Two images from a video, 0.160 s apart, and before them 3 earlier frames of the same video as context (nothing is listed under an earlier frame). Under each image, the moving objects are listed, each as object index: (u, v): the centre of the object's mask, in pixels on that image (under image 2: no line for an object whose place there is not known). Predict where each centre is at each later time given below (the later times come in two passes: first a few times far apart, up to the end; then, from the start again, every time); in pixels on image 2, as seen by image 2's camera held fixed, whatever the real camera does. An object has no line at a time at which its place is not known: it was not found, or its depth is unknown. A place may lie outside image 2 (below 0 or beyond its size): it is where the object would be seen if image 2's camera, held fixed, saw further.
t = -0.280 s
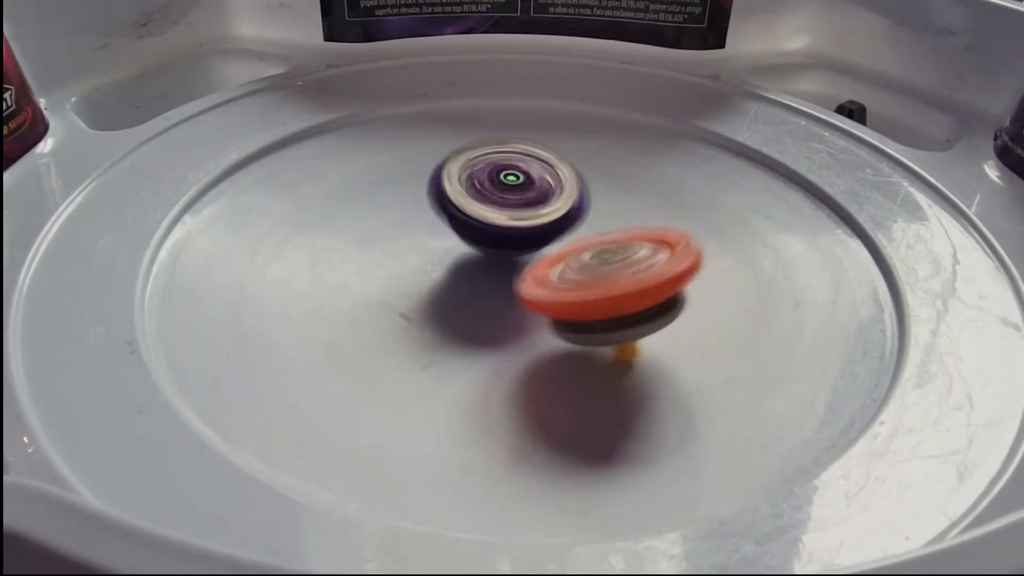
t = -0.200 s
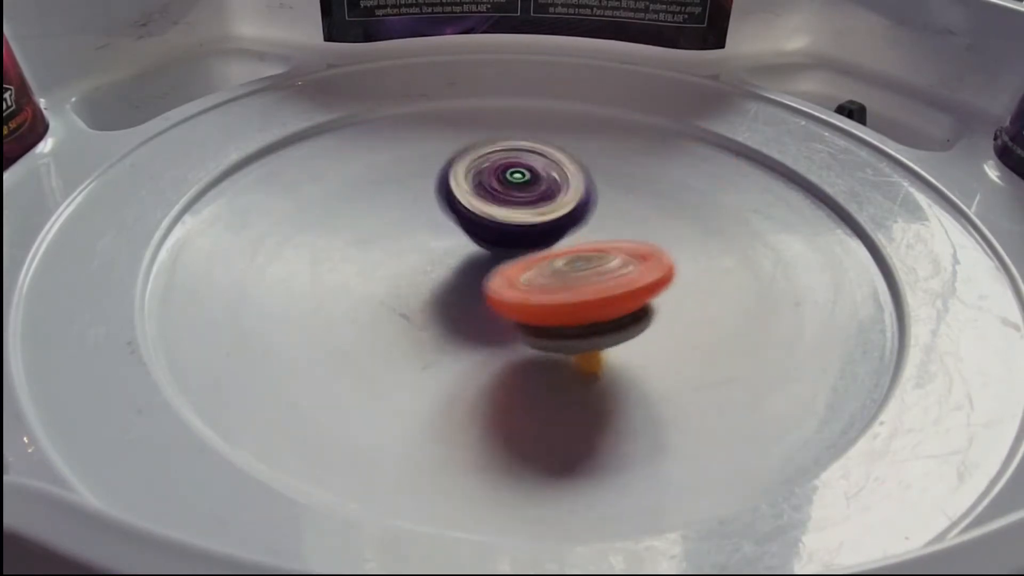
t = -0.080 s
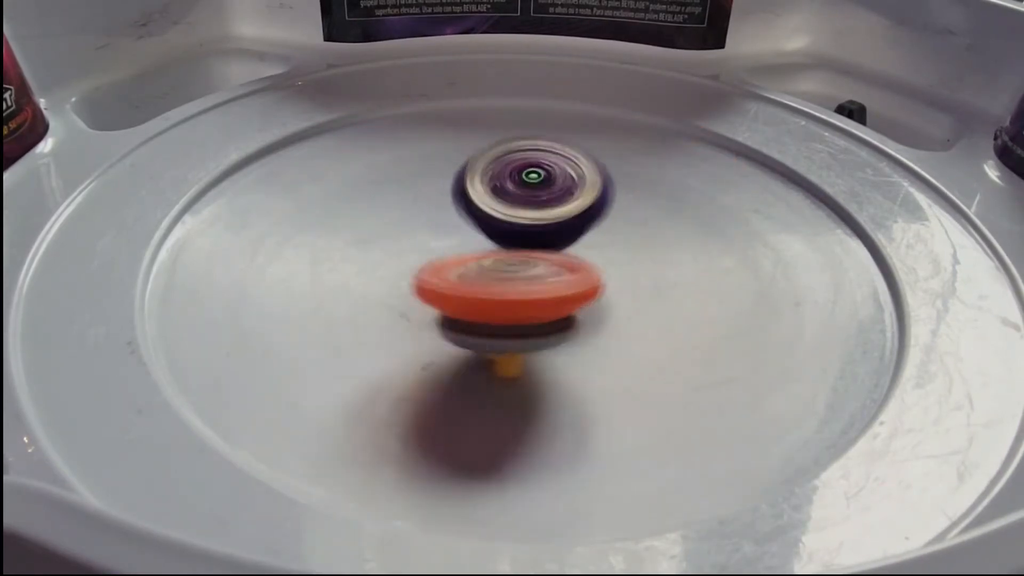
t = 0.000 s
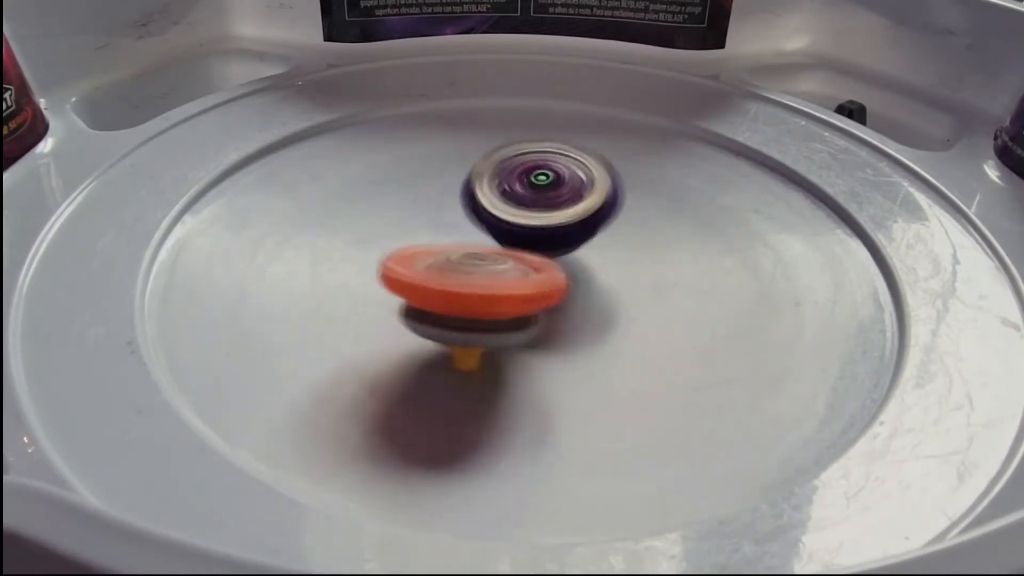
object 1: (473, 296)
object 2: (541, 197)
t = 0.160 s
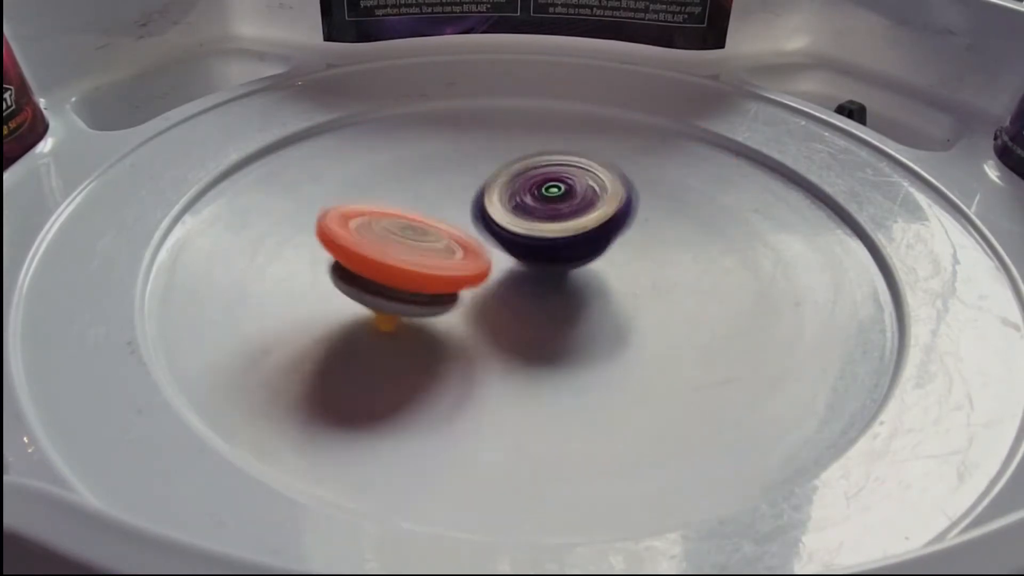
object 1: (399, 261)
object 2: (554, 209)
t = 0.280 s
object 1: (376, 230)
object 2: (556, 221)
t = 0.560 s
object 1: (406, 169)
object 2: (544, 246)
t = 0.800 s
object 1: (498, 140)
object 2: (511, 251)
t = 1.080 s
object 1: (623, 153)
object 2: (494, 230)
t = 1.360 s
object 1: (703, 212)
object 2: (477, 209)
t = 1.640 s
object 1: (662, 290)
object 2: (497, 201)
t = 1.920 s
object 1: (459, 308)
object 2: (531, 214)
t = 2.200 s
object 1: (340, 230)
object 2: (541, 234)
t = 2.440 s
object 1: (385, 167)
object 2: (521, 242)
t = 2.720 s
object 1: (536, 128)
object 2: (508, 238)
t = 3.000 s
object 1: (653, 154)
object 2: (517, 226)
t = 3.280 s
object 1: (690, 248)
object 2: (513, 218)
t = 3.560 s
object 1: (544, 333)
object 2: (513, 210)
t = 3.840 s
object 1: (380, 282)
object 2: (517, 212)
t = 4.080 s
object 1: (365, 187)
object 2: (536, 220)
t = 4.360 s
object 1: (478, 125)
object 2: (542, 236)
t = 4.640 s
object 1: (625, 147)
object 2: (521, 235)
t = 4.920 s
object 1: (698, 243)
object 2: (521, 217)
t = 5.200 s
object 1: (572, 323)
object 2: (542, 213)
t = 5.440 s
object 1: (402, 289)
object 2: (546, 223)
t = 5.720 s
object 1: (372, 184)
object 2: (530, 228)
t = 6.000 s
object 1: (499, 129)
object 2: (524, 235)
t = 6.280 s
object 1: (639, 165)
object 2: (512, 234)
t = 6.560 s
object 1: (668, 271)
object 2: (497, 219)
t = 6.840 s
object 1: (490, 321)
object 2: (512, 207)
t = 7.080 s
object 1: (372, 246)
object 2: (537, 217)
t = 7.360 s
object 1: (435, 145)
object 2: (528, 241)
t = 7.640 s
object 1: (587, 136)
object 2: (506, 232)
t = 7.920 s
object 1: (695, 221)
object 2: (514, 212)
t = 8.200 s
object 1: (585, 336)
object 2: (526, 211)
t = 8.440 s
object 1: (384, 290)
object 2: (527, 221)
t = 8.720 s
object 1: (378, 160)
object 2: (510, 224)
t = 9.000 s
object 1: (563, 122)
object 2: (511, 221)
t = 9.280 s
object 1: (699, 201)
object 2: (520, 224)
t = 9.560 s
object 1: (592, 330)
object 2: (521, 230)
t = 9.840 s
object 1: (357, 276)
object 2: (515, 227)
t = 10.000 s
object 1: (347, 199)
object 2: (518, 227)
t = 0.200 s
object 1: (389, 252)
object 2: (556, 212)
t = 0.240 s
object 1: (382, 244)
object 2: (557, 216)
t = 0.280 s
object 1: (376, 230)
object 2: (556, 221)
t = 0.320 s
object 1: (375, 222)
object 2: (555, 225)
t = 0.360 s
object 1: (376, 214)
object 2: (552, 229)
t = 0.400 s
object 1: (380, 203)
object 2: (551, 233)
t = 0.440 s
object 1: (382, 194)
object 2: (553, 236)
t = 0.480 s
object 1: (387, 186)
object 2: (551, 240)
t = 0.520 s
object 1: (398, 174)
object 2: (548, 244)
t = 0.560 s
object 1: (406, 169)
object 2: (544, 246)
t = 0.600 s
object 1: (416, 164)
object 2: (540, 248)
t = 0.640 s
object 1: (435, 157)
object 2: (534, 250)
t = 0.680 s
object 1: (448, 152)
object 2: (530, 251)
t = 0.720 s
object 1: (462, 148)
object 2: (524, 252)
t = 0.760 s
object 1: (483, 143)
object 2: (517, 252)
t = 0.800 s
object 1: (498, 140)
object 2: (511, 251)
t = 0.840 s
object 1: (514, 139)
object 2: (508, 250)
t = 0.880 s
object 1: (539, 138)
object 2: (503, 247)
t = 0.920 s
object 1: (554, 140)
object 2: (500, 244)
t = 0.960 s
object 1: (570, 141)
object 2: (497, 242)
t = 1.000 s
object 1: (591, 144)
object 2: (492, 238)
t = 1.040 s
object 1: (604, 148)
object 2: (494, 235)
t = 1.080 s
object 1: (623, 153)
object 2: (494, 230)
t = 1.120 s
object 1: (633, 158)
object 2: (494, 225)
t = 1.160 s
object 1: (641, 164)
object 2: (495, 222)
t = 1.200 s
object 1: (655, 174)
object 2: (496, 217)
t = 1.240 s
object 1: (671, 181)
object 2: (486, 216)
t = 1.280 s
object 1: (683, 189)
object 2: (480, 213)
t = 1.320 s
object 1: (696, 203)
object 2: (478, 210)
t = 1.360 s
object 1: (703, 212)
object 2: (477, 209)
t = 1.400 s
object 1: (707, 221)
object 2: (479, 208)
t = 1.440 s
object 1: (709, 237)
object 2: (481, 204)
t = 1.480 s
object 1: (706, 247)
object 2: (481, 202)
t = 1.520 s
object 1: (701, 257)
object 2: (484, 202)
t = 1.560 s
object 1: (689, 272)
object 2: (489, 200)
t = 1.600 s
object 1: (677, 281)
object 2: (493, 200)
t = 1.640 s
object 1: (662, 290)
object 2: (497, 201)
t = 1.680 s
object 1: (632, 301)
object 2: (503, 202)
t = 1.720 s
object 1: (609, 306)
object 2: (509, 202)
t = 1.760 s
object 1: (585, 310)
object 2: (513, 203)
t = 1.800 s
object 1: (546, 316)
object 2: (519, 206)
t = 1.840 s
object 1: (520, 316)
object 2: (523, 208)
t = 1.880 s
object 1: (494, 314)
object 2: (527, 210)
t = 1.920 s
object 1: (459, 308)
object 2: (531, 214)
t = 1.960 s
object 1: (434, 302)
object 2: (535, 217)
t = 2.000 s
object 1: (408, 293)
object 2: (537, 220)
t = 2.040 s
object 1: (379, 278)
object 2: (539, 224)
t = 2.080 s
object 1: (364, 268)
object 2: (542, 226)
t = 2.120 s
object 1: (354, 258)
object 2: (543, 230)
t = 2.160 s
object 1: (344, 241)
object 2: (541, 232)
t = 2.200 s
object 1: (340, 230)
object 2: (541, 234)
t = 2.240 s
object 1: (340, 214)
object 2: (538, 237)
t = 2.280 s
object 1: (344, 204)
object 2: (536, 239)
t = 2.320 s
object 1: (350, 195)
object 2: (532, 241)
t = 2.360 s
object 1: (362, 182)
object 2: (528, 242)
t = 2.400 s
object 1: (373, 175)
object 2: (526, 241)
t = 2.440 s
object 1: (385, 167)
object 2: (521, 242)
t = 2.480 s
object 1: (406, 156)
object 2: (516, 242)
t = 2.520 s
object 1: (421, 149)
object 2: (513, 241)
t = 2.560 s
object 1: (437, 143)
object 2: (511, 242)
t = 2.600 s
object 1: (466, 136)
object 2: (510, 241)
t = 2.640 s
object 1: (486, 132)
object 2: (508, 241)
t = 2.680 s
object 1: (506, 129)
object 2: (508, 239)
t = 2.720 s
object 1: (536, 128)
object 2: (508, 238)
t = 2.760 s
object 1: (555, 128)
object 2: (507, 237)
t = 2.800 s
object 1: (573, 130)
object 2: (510, 236)
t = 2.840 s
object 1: (598, 132)
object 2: (510, 233)
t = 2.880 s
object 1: (613, 135)
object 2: (510, 231)
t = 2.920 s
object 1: (626, 140)
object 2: (513, 230)
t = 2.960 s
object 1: (643, 147)
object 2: (517, 227)
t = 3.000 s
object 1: (653, 154)
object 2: (517, 226)
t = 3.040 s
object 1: (662, 162)
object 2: (521, 225)
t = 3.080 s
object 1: (674, 176)
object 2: (522, 223)
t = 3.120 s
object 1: (683, 186)
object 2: (521, 224)
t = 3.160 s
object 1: (689, 198)
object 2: (520, 222)
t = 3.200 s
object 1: (693, 218)
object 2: (517, 221)
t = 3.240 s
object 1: (693, 233)
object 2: (516, 220)
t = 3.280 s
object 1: (690, 248)
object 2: (513, 218)
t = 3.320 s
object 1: (679, 270)
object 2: (514, 216)
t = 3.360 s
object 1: (669, 283)
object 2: (514, 215)
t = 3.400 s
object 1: (654, 296)
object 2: (511, 214)
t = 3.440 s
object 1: (626, 312)
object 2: (513, 212)
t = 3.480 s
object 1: (605, 320)
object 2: (514, 212)
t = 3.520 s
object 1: (568, 329)
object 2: (512, 211)
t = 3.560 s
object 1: (544, 333)
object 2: (513, 210)
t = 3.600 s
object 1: (519, 334)
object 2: (515, 211)
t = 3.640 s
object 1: (482, 331)
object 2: (515, 210)
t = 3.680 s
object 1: (459, 326)
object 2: (515, 210)
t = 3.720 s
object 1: (437, 319)
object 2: (516, 210)
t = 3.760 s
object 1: (409, 304)
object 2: (517, 211)
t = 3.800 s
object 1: (394, 295)
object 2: (516, 212)
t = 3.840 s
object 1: (380, 282)
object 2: (517, 212)
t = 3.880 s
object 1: (368, 263)
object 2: (518, 214)
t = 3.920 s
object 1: (362, 249)
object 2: (519, 215)
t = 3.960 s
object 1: (355, 235)
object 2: (524, 215)
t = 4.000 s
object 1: (355, 214)
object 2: (527, 217)
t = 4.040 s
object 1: (359, 200)
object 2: (530, 218)
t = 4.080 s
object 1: (365, 187)
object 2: (536, 220)
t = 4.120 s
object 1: (378, 170)
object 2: (540, 223)
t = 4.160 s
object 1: (389, 159)
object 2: (540, 224)
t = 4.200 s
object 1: (402, 150)
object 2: (544, 227)
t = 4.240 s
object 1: (423, 140)
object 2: (544, 231)
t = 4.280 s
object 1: (437, 134)
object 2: (542, 232)
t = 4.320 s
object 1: (454, 129)
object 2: (543, 234)
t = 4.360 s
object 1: (478, 125)
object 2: (542, 236)
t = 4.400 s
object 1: (496, 125)
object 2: (538, 237)
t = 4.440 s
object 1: (516, 124)
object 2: (537, 238)
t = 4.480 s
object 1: (544, 126)
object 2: (534, 240)
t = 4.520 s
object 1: (563, 128)
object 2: (531, 239)
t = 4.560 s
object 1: (582, 132)
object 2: (528, 238)
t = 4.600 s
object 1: (609, 140)
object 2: (523, 236)
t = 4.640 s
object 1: (625, 147)
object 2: (521, 235)
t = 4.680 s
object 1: (647, 160)
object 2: (518, 231)
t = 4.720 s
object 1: (660, 169)
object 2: (516, 229)
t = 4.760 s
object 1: (672, 179)
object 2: (514, 228)
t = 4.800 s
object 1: (686, 197)
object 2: (516, 225)
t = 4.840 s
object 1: (694, 209)
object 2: (517, 223)
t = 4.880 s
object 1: (698, 222)
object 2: (516, 221)
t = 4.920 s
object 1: (698, 243)
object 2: (521, 217)
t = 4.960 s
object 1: (694, 257)
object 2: (522, 215)
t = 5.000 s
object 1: (687, 269)
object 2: (526, 214)
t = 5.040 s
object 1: (669, 288)
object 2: (530, 213)
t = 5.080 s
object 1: (652, 299)
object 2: (532, 212)
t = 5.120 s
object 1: (632, 308)
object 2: (536, 211)
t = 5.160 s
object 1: (597, 318)
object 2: (540, 212)
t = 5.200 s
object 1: (572, 323)
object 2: (542, 213)
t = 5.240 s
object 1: (545, 326)
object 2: (545, 214)
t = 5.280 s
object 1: (505, 325)
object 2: (546, 216)
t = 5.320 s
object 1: (481, 321)
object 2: (547, 218)
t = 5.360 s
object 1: (456, 314)
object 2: (548, 220)
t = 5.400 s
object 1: (422, 300)
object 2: (546, 222)
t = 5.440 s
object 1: (402, 289)
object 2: (546, 223)
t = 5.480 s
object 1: (386, 276)
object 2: (544, 225)
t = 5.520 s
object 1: (370, 257)
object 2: (541, 227)
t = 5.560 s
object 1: (363, 243)
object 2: (539, 227)
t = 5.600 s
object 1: (360, 230)
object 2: (535, 228)
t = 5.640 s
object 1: (361, 209)
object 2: (533, 228)
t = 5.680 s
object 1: (366, 197)
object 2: (531, 227)
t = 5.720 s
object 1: (372, 184)
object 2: (530, 228)
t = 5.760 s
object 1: (386, 169)
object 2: (528, 228)
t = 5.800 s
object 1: (398, 160)
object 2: (529, 229)
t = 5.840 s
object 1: (419, 148)
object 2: (529, 232)
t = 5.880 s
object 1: (435, 141)
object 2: (528, 232)
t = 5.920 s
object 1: (453, 136)
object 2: (529, 233)
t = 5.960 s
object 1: (480, 130)
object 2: (527, 234)
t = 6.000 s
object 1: (499, 129)
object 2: (524, 235)
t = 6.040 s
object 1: (517, 128)
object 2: (524, 235)
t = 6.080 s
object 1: (546, 131)
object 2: (524, 237)
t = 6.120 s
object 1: (566, 134)
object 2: (522, 236)
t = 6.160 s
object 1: (585, 138)
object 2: (521, 235)
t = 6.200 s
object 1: (610, 148)
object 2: (519, 235)
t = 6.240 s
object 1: (626, 155)
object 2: (517, 234)
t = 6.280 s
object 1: (639, 165)
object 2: (512, 234)
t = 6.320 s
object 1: (657, 179)
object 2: (513, 233)
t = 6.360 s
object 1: (667, 191)
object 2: (511, 233)
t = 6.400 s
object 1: (674, 202)
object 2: (508, 231)
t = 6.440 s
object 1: (680, 221)
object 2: (506, 228)
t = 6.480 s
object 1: (681, 236)
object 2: (501, 226)
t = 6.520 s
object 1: (680, 250)
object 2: (499, 223)
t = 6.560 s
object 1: (668, 271)
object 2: (497, 219)
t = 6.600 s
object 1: (654, 283)
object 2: (495, 215)
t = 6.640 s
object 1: (638, 296)
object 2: (494, 213)
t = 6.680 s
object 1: (606, 309)
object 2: (499, 210)
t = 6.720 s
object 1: (582, 316)
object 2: (502, 208)
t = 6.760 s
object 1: (556, 321)
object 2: (502, 207)
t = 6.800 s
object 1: (517, 323)
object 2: (508, 206)
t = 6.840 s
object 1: (490, 321)
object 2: (512, 207)
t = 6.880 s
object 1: (467, 316)
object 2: (517, 207)
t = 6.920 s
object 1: (435, 304)
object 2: (521, 207)
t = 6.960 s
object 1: (412, 293)
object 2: (527, 208)
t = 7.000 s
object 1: (388, 275)
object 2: (532, 213)
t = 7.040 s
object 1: (378, 261)
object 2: (535, 215)
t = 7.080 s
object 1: (372, 246)
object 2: (537, 217)
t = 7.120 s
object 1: (368, 226)
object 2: (540, 221)
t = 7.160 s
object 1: (368, 210)
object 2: (541, 226)
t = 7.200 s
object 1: (374, 196)
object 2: (541, 230)
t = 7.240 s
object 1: (387, 177)
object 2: (540, 234)
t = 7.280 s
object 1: (398, 165)
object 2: (540, 237)
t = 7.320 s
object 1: (412, 157)
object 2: (538, 238)
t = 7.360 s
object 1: (435, 145)
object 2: (528, 241)
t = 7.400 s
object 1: (452, 137)
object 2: (526, 241)
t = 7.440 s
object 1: (469, 133)
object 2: (523, 242)
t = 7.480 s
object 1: (498, 129)
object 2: (518, 241)
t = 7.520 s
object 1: (518, 127)
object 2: (512, 240)
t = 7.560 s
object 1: (537, 127)
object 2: (511, 238)
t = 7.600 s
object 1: (567, 132)
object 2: (507, 235)
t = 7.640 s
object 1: (587, 136)
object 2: (506, 232)
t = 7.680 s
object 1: (603, 142)
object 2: (504, 230)
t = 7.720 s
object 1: (629, 152)
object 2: (508, 225)
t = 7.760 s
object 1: (644, 162)
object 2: (509, 222)
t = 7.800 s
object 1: (656, 173)
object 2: (511, 220)
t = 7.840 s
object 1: (674, 191)
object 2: (515, 217)
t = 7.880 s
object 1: (688, 205)
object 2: (512, 213)
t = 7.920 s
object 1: (695, 221)
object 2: (514, 212)
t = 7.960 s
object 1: (700, 247)
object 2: (517, 212)
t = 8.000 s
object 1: (699, 262)
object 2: (517, 211)
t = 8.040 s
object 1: (693, 279)
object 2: (516, 209)
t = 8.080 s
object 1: (673, 300)
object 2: (522, 209)
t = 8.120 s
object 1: (654, 314)
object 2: (523, 209)
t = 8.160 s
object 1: (627, 325)
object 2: (525, 210)
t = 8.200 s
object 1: (585, 336)
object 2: (526, 211)
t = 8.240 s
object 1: (553, 342)
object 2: (529, 212)
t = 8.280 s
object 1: (506, 339)
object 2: (530, 215)
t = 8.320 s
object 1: (475, 334)
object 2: (530, 217)
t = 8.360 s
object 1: (446, 326)
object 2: (528, 218)
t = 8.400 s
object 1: (404, 306)
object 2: (529, 220)
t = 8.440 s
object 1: (384, 290)
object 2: (527, 221)
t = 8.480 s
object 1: (367, 273)
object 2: (525, 223)
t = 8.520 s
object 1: (351, 247)
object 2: (520, 224)
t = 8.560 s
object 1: (347, 230)
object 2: (519, 225)
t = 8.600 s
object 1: (348, 211)
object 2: (516, 224)
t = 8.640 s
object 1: (356, 186)
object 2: (511, 224)
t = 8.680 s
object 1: (365, 173)
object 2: (509, 223)
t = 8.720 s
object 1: (378, 160)
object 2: (510, 224)
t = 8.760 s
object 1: (402, 143)
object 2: (507, 224)
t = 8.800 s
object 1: (421, 134)
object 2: (507, 224)
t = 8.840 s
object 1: (442, 128)
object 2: (508, 223)
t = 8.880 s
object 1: (476, 120)
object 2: (508, 221)
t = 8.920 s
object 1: (502, 117)
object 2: (508, 222)
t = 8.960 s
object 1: (525, 119)
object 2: (509, 223)
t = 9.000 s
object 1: (563, 122)
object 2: (511, 221)
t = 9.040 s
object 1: (585, 126)
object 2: (514, 221)
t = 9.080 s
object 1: (608, 133)
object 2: (513, 222)
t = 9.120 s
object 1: (638, 145)
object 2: (514, 222)
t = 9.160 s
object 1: (655, 155)
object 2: (515, 222)
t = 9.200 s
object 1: (672, 166)
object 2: (519, 222)
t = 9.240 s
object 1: (691, 186)
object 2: (520, 223)
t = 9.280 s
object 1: (699, 201)
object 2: (520, 224)
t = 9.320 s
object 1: (707, 217)
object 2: (520, 223)
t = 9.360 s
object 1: (706, 244)
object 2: (524, 225)
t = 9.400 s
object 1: (702, 261)
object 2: (523, 226)
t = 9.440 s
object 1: (682, 286)
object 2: (522, 228)
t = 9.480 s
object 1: (662, 303)
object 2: (521, 228)
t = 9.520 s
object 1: (639, 316)
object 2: (522, 228)
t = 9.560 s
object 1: (592, 330)
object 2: (521, 230)
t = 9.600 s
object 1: (557, 337)
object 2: (519, 230)
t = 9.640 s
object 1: (523, 339)
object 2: (517, 229)
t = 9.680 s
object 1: (472, 334)
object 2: (519, 230)
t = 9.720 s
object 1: (442, 327)
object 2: (517, 229)
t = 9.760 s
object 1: (413, 315)
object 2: (516, 230)
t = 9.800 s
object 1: (375, 293)
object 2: (514, 228)
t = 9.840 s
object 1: (357, 276)
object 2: (515, 227)
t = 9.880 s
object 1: (345, 258)
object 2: (517, 229)
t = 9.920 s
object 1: (338, 233)
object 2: (516, 228)
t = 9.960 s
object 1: (340, 216)
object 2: (517, 227)
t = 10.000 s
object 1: (347, 199)
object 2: (518, 227)
